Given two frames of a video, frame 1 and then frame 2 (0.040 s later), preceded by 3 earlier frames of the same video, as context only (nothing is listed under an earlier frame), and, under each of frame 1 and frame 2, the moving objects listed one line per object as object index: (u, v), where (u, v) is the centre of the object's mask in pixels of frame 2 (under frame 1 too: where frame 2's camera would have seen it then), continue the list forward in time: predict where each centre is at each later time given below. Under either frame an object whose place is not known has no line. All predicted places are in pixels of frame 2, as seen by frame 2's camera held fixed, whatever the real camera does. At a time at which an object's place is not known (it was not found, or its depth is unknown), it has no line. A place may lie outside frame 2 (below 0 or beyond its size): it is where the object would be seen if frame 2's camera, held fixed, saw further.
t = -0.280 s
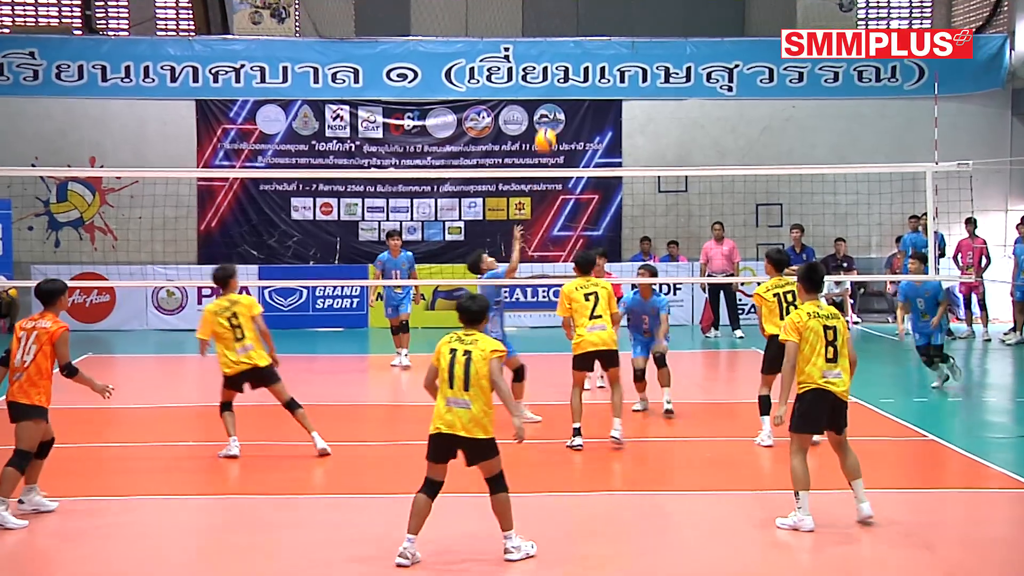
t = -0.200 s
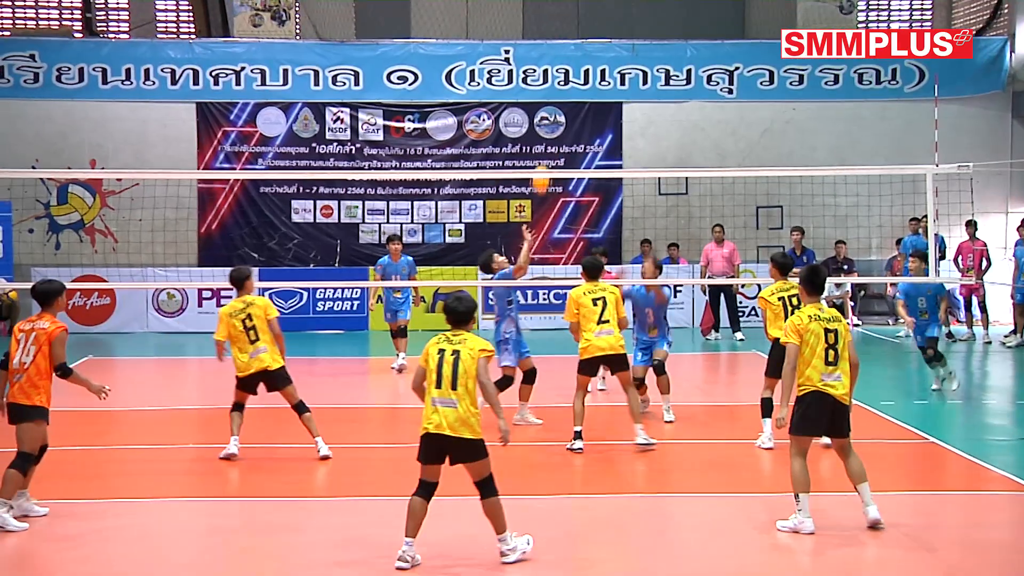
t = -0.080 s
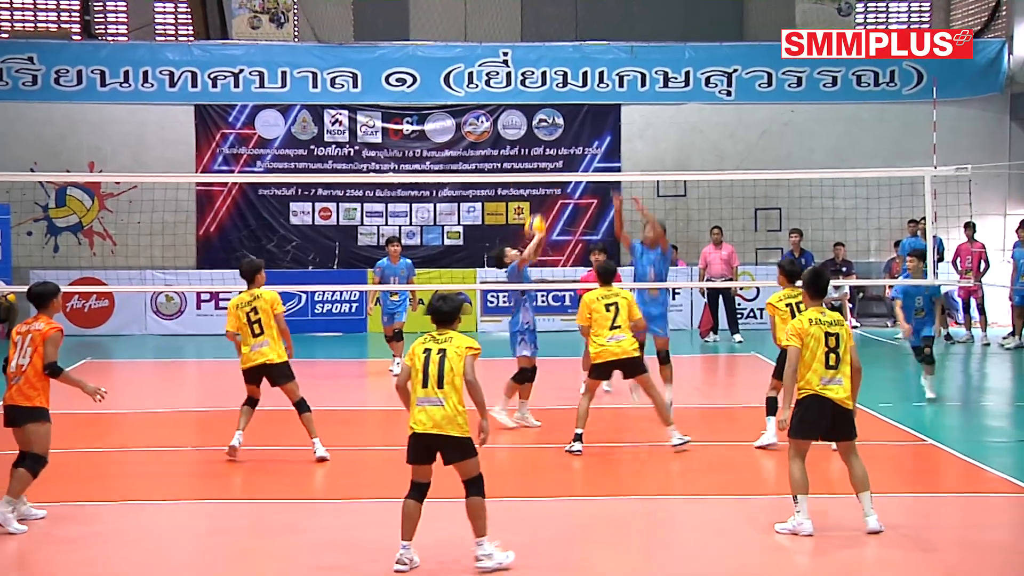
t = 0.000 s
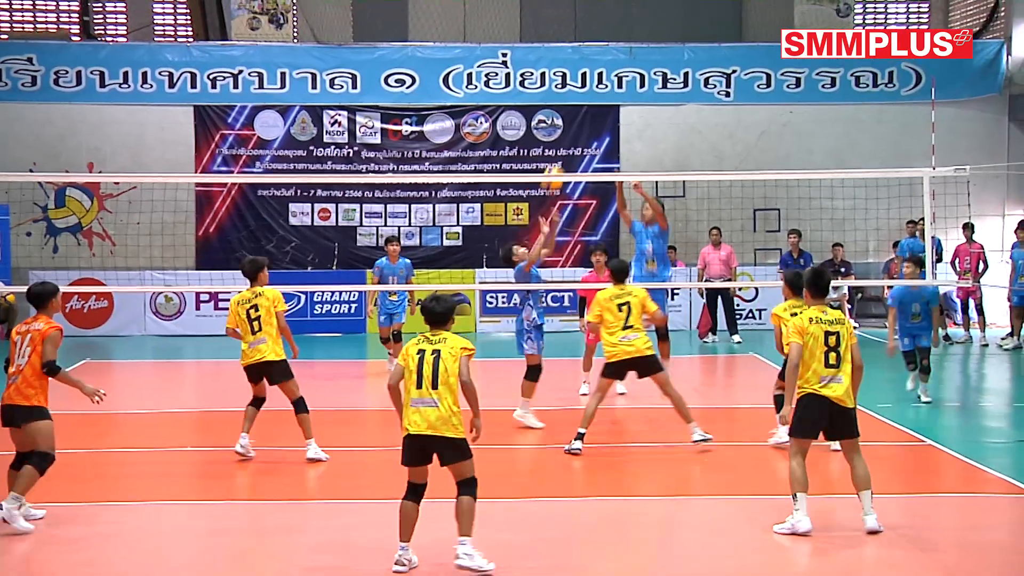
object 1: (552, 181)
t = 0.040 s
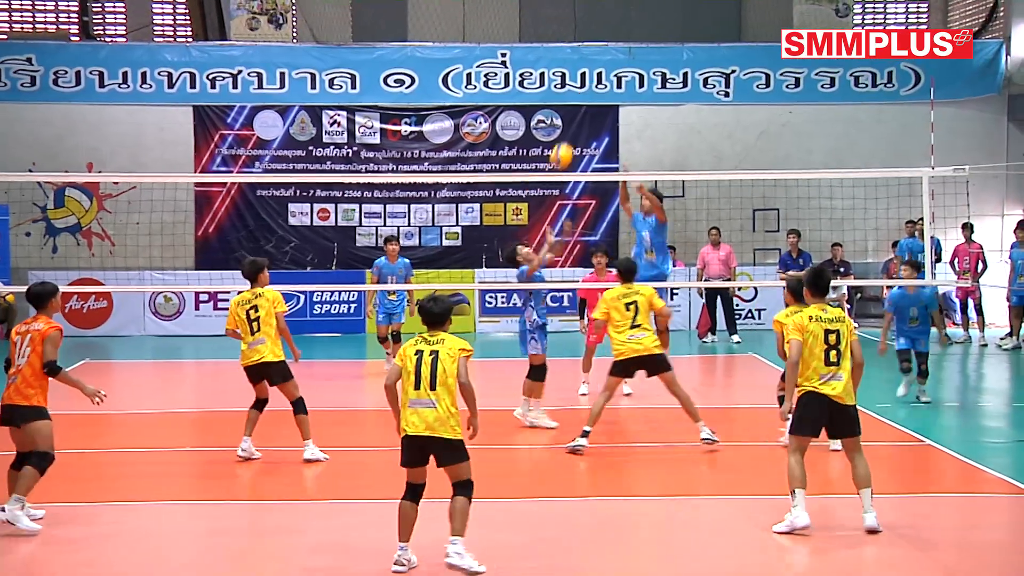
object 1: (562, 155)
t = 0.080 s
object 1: (571, 134)
